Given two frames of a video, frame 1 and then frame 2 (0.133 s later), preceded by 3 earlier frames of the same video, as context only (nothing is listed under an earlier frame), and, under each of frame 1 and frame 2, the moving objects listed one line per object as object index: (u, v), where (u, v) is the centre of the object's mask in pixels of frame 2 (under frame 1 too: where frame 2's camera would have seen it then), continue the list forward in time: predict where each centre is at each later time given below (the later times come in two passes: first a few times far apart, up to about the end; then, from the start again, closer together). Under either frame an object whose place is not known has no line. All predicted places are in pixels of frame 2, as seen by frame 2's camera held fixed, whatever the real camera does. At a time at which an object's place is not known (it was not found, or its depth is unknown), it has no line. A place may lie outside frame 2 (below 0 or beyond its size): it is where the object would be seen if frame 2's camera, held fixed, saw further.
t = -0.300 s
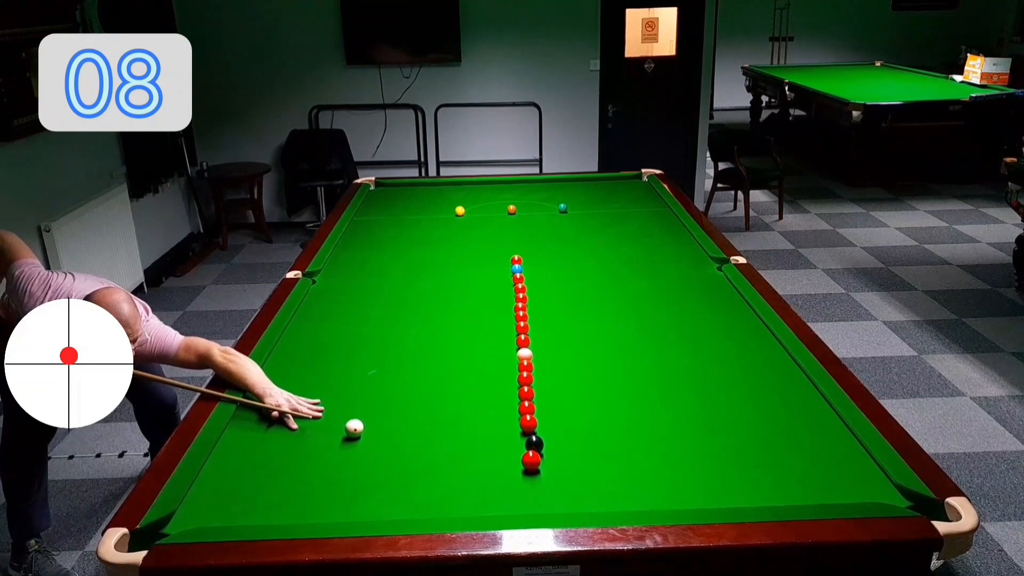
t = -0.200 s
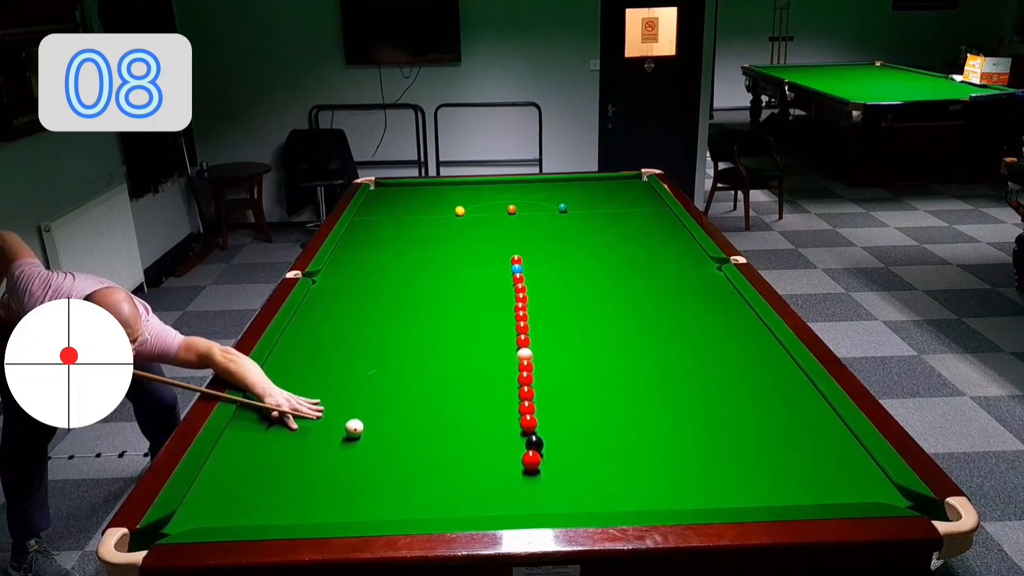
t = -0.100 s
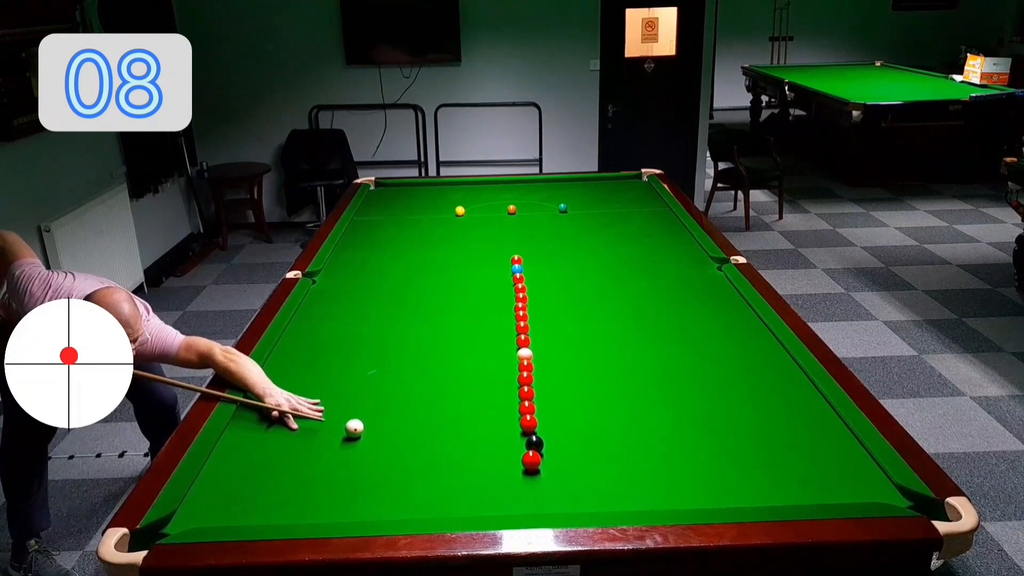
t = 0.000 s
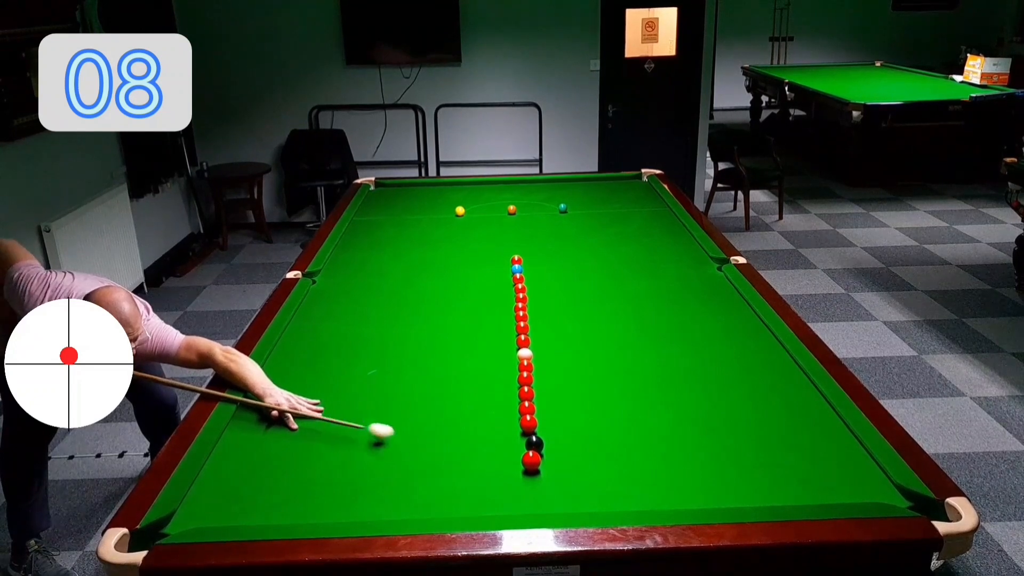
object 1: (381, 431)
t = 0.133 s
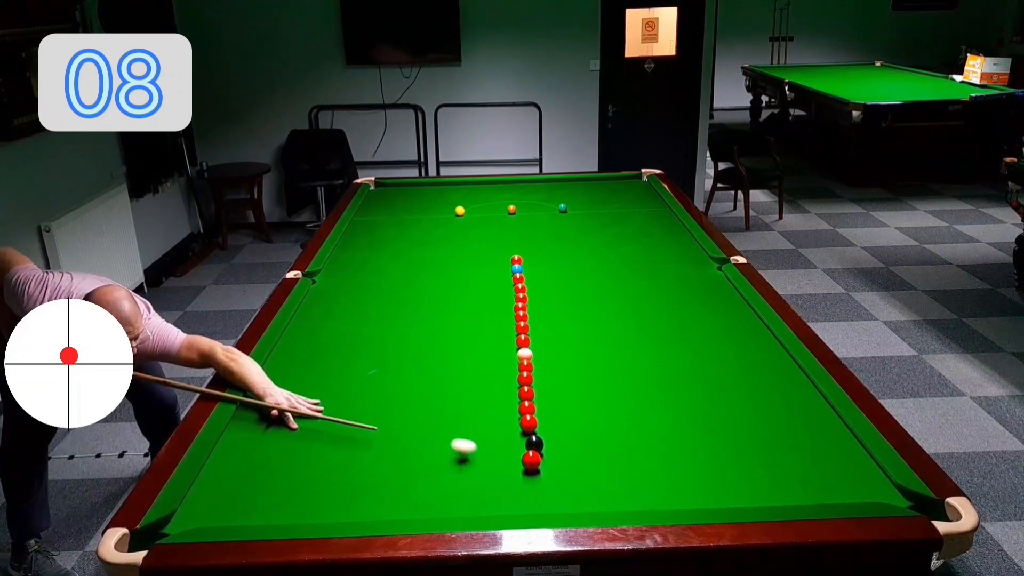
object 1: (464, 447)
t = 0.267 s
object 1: (511, 463)
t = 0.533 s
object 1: (534, 483)
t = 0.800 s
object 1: (570, 503)
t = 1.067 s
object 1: (593, 498)
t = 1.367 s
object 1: (613, 484)
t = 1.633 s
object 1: (628, 473)
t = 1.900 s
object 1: (641, 463)
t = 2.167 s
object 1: (652, 454)
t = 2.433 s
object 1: (662, 447)
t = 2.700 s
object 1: (671, 441)
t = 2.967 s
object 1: (678, 435)
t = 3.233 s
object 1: (683, 431)
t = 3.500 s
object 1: (688, 427)
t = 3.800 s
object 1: (692, 424)
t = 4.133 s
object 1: (688, 419)
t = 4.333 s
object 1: (695, 421)
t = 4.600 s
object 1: (695, 420)
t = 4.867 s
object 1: (695, 421)
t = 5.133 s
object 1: (695, 421)
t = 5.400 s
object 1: (695, 421)
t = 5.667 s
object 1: (695, 421)
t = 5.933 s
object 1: (695, 421)
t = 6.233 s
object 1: (695, 421)
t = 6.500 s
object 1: (695, 421)
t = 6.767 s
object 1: (695, 421)
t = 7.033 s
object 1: (695, 421)
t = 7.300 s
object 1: (695, 421)
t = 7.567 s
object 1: (695, 421)
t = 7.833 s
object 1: (695, 421)
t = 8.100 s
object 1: (695, 421)
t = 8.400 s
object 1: (695, 421)
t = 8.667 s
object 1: (695, 421)
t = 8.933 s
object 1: (695, 421)
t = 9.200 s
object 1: (695, 421)
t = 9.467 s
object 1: (695, 421)
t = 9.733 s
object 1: (695, 421)
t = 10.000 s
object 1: (695, 421)
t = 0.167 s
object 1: (484, 451)
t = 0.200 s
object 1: (506, 455)
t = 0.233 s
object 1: (511, 460)
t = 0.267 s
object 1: (511, 463)
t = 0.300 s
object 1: (511, 465)
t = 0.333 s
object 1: (512, 467)
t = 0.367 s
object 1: (514, 470)
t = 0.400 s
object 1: (517, 472)
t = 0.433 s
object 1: (520, 475)
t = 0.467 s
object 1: (524, 478)
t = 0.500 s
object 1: (529, 480)
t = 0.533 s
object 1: (534, 483)
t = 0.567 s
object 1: (538, 486)
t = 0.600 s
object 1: (543, 489)
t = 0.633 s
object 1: (547, 491)
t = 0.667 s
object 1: (552, 494)
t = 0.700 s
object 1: (556, 497)
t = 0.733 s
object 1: (561, 500)
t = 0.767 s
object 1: (566, 502)
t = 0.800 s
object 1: (570, 503)
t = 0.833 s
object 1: (575, 505)
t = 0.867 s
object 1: (579, 505)
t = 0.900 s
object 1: (581, 504)
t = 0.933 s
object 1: (584, 503)
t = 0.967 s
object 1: (586, 502)
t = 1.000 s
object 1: (589, 501)
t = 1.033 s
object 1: (591, 500)
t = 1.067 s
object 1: (593, 498)
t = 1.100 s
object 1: (595, 497)
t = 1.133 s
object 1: (598, 494)
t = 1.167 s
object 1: (600, 493)
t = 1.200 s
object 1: (602, 491)
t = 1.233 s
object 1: (604, 490)
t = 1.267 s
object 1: (607, 488)
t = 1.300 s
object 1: (609, 487)
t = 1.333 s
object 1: (611, 485)
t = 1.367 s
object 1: (613, 484)
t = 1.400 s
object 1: (615, 482)
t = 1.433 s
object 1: (617, 481)
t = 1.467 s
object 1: (619, 480)
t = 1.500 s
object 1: (621, 478)
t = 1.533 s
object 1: (623, 477)
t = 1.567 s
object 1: (624, 475)
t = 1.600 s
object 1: (626, 474)
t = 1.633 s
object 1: (628, 473)
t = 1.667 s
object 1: (630, 471)
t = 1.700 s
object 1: (631, 470)
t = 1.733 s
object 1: (633, 469)
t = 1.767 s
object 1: (635, 468)
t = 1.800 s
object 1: (636, 467)
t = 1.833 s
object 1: (638, 465)
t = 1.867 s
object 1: (640, 464)
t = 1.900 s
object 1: (641, 463)
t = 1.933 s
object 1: (643, 462)
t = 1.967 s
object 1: (644, 461)
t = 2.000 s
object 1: (645, 460)
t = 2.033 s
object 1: (647, 459)
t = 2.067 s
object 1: (648, 458)
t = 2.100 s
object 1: (650, 457)
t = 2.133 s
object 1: (651, 455)
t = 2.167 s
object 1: (652, 454)
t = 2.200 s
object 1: (654, 453)
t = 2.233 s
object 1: (655, 453)
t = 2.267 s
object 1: (656, 452)
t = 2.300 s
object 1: (657, 451)
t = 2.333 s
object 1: (659, 450)
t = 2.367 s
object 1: (660, 449)
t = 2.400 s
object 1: (661, 448)
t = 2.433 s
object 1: (662, 447)
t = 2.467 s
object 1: (663, 447)
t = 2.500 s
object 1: (664, 446)
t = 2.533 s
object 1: (665, 445)
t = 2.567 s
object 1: (667, 444)
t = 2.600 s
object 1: (668, 443)
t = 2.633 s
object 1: (669, 442)
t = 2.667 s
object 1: (670, 442)
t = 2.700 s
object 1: (671, 441)
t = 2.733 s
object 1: (672, 440)
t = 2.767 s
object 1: (673, 439)
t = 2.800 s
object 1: (674, 439)
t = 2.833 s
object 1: (674, 438)
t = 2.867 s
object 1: (675, 438)
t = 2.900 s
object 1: (676, 437)
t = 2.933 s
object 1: (677, 436)
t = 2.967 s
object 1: (678, 435)
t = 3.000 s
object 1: (679, 435)
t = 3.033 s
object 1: (680, 434)
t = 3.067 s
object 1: (680, 433)
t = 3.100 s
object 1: (681, 433)
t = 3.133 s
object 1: (681, 432)
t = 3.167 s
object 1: (682, 432)
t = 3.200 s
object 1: (683, 431)
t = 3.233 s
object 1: (683, 431)
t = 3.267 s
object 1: (684, 430)
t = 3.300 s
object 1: (684, 430)
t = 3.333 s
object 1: (685, 430)
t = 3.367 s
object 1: (686, 429)
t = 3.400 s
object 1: (686, 429)
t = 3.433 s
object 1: (687, 428)
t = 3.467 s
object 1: (687, 428)
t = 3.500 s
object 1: (688, 427)
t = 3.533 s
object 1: (688, 427)
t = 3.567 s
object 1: (689, 427)
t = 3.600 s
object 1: (689, 426)
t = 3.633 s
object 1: (690, 426)
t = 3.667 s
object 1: (690, 426)
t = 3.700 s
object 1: (691, 425)
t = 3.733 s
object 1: (691, 425)
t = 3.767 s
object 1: (691, 424)
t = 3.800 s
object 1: (692, 424)
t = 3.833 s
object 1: (693, 422)
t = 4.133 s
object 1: (688, 419)
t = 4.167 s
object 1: (693, 421)
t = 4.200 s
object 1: (694, 421)
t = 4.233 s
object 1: (695, 421)
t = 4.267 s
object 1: (695, 421)
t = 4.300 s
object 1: (695, 421)
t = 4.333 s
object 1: (695, 421)
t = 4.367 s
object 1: (695, 421)
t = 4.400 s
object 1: (695, 420)
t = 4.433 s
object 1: (695, 421)
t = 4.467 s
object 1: (696, 421)
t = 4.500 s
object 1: (695, 421)
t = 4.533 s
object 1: (695, 421)
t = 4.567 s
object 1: (695, 420)
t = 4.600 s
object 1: (695, 420)
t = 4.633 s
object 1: (696, 421)
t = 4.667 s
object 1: (695, 420)
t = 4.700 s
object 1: (696, 420)
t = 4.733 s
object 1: (695, 420)
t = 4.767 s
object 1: (695, 421)
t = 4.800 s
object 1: (695, 421)
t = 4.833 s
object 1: (695, 420)
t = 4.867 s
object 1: (695, 421)
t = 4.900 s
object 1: (695, 421)
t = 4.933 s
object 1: (695, 421)
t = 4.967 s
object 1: (695, 421)
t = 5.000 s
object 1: (695, 421)
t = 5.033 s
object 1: (695, 421)
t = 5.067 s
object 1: (695, 421)
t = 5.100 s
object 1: (695, 421)
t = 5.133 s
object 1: (695, 421)
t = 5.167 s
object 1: (695, 421)
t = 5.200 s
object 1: (695, 421)
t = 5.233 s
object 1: (695, 421)
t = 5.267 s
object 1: (695, 421)
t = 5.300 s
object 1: (695, 421)
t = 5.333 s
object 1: (695, 421)
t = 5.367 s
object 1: (695, 421)
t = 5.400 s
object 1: (695, 421)
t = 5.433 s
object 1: (695, 421)
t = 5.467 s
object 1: (695, 421)
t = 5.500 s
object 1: (695, 421)
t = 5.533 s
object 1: (695, 421)
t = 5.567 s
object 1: (695, 421)
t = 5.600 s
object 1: (695, 421)
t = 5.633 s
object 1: (695, 421)
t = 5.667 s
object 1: (695, 421)
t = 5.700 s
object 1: (695, 421)
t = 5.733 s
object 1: (695, 421)
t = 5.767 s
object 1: (695, 421)
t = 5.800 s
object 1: (695, 421)
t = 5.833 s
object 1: (695, 421)
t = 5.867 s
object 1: (695, 421)
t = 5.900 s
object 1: (695, 421)
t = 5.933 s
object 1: (695, 421)
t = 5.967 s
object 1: (695, 421)
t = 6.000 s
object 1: (695, 421)
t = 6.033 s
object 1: (695, 421)
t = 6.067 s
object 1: (695, 421)
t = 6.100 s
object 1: (695, 421)
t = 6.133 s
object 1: (695, 421)
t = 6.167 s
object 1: (695, 421)
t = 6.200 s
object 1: (695, 421)
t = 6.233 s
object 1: (695, 421)
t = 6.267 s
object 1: (695, 421)
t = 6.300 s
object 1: (695, 421)
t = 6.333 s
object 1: (695, 421)
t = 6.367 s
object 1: (695, 421)
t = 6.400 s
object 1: (695, 421)
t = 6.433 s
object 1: (695, 421)
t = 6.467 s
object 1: (695, 421)
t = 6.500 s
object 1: (695, 421)
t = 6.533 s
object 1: (695, 421)
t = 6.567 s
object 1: (695, 421)
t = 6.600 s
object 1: (695, 421)
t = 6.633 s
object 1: (695, 421)
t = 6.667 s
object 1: (695, 421)
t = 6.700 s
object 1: (695, 421)
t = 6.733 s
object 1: (695, 421)
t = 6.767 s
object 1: (695, 421)
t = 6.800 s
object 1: (695, 421)
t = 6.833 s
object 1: (695, 421)
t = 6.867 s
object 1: (695, 421)
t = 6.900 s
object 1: (695, 421)
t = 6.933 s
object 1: (695, 421)
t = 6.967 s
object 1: (695, 421)
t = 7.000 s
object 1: (695, 421)
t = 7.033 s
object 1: (695, 421)
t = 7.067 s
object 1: (695, 421)
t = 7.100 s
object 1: (695, 421)
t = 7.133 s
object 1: (695, 421)
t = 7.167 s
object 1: (695, 421)
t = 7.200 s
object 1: (695, 421)
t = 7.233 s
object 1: (695, 421)
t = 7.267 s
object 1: (695, 421)
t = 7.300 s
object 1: (695, 421)
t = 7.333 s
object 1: (695, 421)
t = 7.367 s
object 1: (695, 421)
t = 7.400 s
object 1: (695, 421)
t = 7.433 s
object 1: (695, 421)
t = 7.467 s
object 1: (695, 421)
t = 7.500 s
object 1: (695, 421)
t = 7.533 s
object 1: (695, 421)
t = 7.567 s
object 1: (695, 421)
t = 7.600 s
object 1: (695, 421)
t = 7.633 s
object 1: (695, 421)
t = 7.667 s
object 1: (695, 421)
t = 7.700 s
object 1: (695, 421)
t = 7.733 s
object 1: (695, 421)
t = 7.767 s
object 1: (695, 421)
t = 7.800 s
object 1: (695, 421)
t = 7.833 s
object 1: (695, 421)
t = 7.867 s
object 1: (695, 421)
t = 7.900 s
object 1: (695, 421)
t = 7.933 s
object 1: (695, 421)
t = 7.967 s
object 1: (695, 421)
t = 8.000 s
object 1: (695, 421)
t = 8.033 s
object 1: (695, 421)
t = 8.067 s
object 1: (695, 421)
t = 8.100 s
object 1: (695, 421)
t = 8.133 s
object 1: (695, 421)
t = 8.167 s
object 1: (695, 421)
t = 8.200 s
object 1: (695, 421)
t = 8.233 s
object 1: (695, 421)
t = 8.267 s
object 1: (695, 421)
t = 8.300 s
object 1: (695, 421)
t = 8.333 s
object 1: (695, 421)
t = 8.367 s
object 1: (695, 421)
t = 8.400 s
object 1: (695, 421)
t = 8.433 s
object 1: (695, 421)
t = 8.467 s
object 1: (695, 421)
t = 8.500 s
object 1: (695, 421)
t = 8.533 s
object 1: (695, 421)
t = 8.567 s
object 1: (695, 421)
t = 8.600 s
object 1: (695, 421)
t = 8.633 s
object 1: (695, 421)
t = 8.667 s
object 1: (695, 421)
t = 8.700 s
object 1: (695, 421)
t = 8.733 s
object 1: (695, 421)
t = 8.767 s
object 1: (695, 421)
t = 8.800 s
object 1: (695, 421)
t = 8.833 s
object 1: (695, 421)
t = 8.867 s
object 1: (695, 421)
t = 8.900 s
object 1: (695, 421)
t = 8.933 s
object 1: (695, 421)
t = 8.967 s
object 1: (695, 421)
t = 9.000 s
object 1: (695, 421)
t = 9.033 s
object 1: (695, 421)
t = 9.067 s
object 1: (695, 421)
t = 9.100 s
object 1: (695, 421)
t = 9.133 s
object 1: (695, 421)
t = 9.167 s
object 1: (695, 421)
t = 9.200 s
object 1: (695, 421)
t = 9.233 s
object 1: (695, 421)
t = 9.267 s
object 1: (695, 421)
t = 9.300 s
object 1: (695, 421)
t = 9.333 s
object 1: (695, 421)
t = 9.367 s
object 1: (695, 421)
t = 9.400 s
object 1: (695, 421)
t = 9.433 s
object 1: (695, 421)
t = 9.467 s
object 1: (695, 421)
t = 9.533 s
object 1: (695, 421)
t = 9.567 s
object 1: (695, 421)
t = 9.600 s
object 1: (695, 421)
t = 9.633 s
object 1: (695, 421)
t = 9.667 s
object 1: (695, 421)
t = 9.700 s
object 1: (695, 421)
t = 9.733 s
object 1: (695, 421)
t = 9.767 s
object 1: (695, 421)
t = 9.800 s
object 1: (695, 421)
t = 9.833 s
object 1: (695, 421)
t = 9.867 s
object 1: (695, 421)
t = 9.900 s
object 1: (695, 421)
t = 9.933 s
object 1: (695, 421)
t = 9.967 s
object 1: (695, 421)
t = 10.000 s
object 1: (695, 421)
